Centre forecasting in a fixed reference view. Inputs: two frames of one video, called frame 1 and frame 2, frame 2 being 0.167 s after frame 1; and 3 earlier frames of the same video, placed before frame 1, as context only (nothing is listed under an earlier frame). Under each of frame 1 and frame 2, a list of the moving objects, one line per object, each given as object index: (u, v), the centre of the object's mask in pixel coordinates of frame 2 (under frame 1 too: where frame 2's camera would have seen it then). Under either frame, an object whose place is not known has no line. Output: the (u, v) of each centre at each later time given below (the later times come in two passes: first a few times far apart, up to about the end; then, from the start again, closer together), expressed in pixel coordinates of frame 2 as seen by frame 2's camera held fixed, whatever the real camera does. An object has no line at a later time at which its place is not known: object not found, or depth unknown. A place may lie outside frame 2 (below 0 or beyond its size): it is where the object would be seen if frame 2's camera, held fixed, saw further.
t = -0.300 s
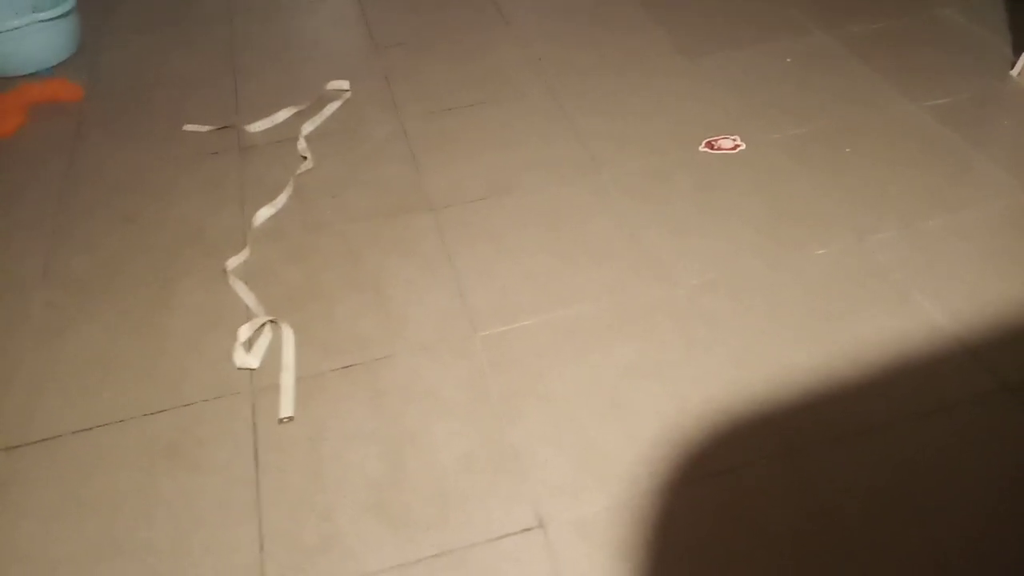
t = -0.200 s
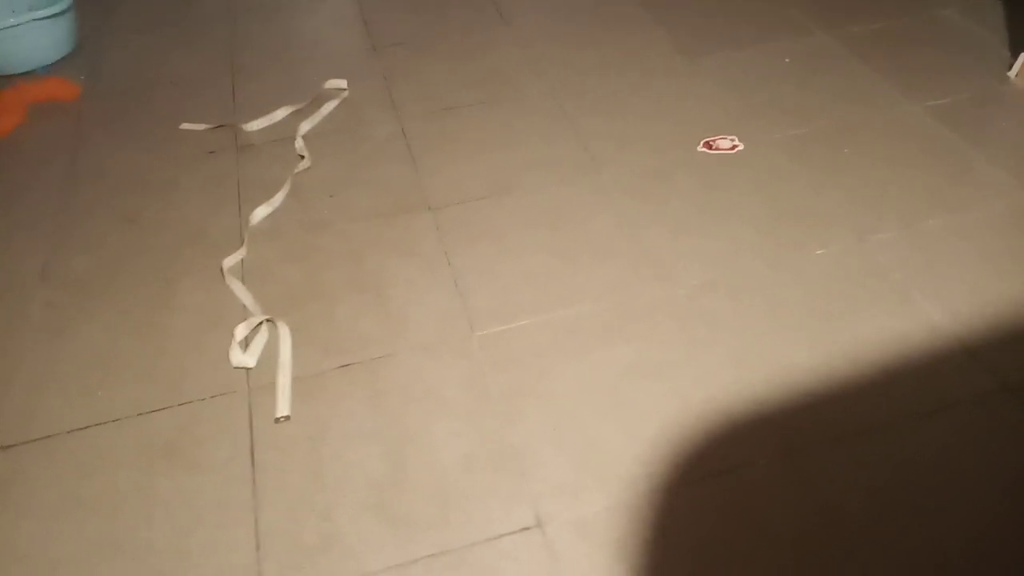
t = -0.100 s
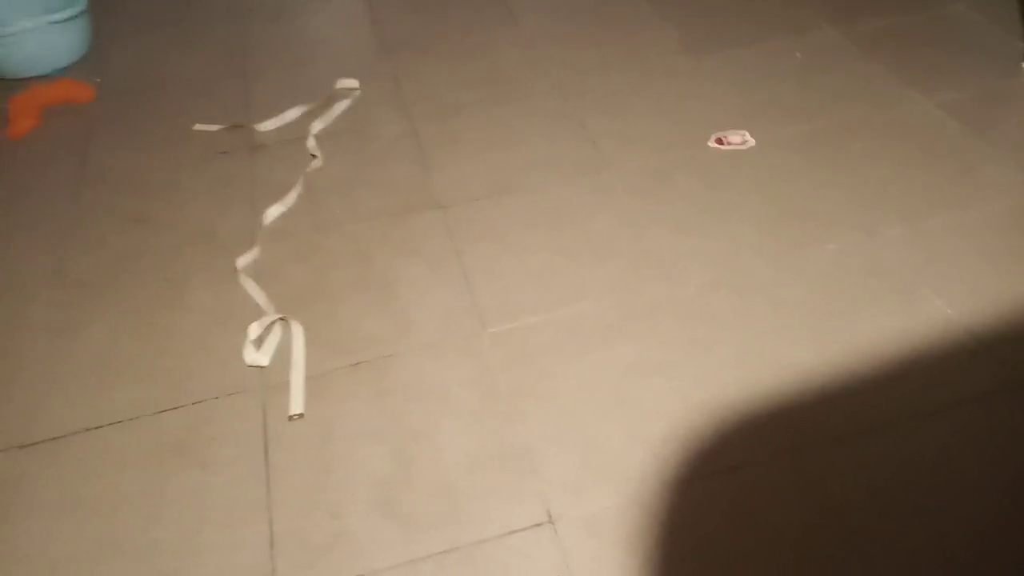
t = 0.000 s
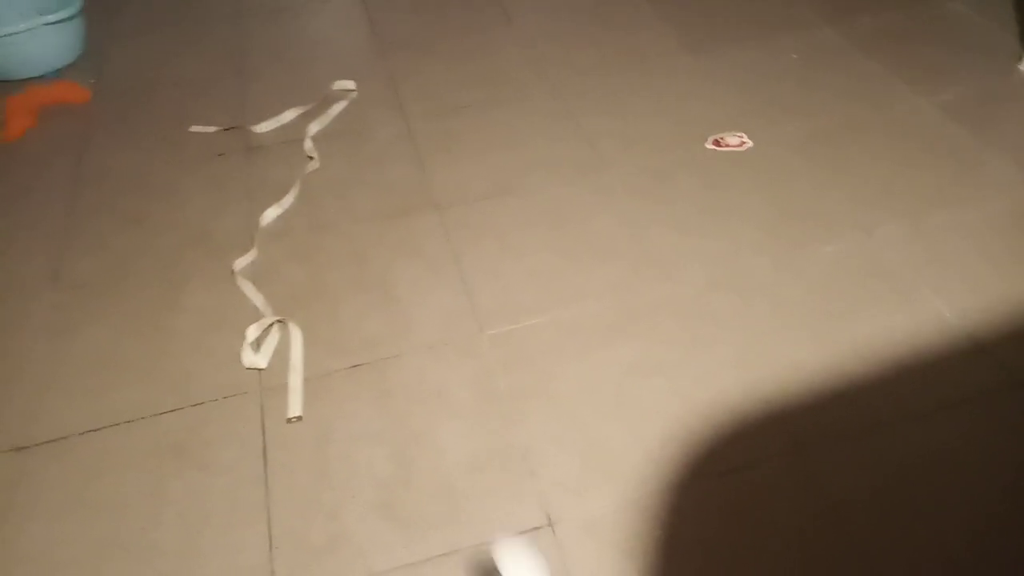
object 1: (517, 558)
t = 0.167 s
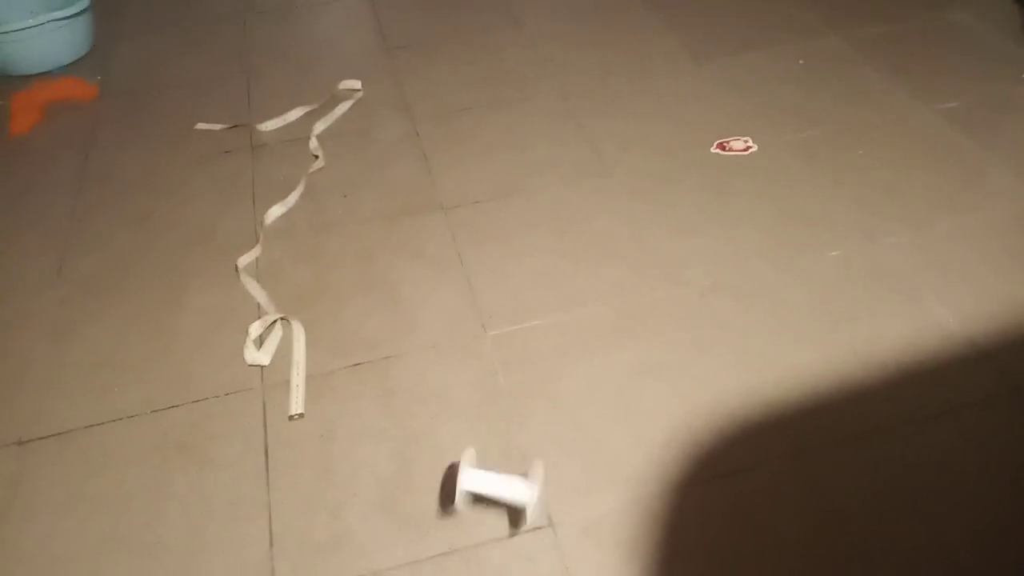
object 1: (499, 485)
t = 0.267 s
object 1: (499, 446)
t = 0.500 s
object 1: (526, 386)
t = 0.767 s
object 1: (541, 371)
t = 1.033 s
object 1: (531, 376)
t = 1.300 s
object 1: (533, 377)
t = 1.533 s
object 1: (533, 377)
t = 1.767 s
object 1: (533, 377)
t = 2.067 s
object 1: (533, 377)
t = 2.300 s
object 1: (533, 377)
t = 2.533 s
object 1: (533, 377)
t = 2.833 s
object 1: (533, 377)
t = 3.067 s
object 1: (533, 377)
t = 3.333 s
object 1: (533, 377)
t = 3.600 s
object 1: (533, 376)
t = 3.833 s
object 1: (533, 375)
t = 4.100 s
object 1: (533, 375)
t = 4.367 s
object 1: (533, 375)
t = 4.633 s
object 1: (532, 375)
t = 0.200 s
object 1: (500, 481)
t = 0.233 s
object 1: (498, 463)
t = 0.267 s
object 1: (499, 446)
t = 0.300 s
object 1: (501, 434)
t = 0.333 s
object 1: (503, 425)
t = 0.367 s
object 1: (505, 414)
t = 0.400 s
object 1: (509, 406)
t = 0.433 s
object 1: (514, 397)
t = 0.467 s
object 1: (520, 391)
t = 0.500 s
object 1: (526, 386)
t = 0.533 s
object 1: (533, 383)
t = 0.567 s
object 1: (537, 380)
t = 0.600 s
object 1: (540, 377)
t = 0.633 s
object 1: (542, 375)
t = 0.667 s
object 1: (543, 374)
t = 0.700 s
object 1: (544, 374)
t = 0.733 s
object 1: (543, 373)
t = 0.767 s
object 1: (541, 371)
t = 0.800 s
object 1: (539, 371)
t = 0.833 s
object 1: (537, 371)
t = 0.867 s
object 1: (535, 371)
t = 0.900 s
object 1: (534, 371)
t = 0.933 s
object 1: (532, 372)
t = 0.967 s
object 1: (531, 374)
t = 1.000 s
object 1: (530, 374)
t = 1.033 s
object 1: (531, 376)
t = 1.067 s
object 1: (531, 377)
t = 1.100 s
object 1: (531, 379)
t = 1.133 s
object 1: (533, 379)
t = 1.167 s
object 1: (533, 379)
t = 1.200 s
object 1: (533, 379)
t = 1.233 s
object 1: (534, 378)
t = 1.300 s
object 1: (533, 377)
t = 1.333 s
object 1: (533, 377)
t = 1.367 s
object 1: (534, 377)
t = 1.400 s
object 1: (534, 377)
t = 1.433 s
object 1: (533, 377)
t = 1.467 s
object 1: (533, 377)
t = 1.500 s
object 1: (533, 377)
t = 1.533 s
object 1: (533, 377)
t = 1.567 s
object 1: (533, 377)
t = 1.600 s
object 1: (533, 377)
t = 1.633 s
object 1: (533, 377)
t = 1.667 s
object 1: (533, 377)
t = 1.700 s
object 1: (533, 377)
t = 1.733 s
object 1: (533, 377)
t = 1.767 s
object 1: (533, 377)
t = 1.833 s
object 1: (533, 377)
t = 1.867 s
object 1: (533, 377)
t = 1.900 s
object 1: (533, 378)
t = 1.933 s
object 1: (533, 378)
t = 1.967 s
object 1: (533, 377)
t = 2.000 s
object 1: (533, 377)
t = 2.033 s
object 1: (533, 376)
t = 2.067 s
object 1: (533, 377)
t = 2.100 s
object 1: (533, 376)
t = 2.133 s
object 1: (533, 377)
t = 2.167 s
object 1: (533, 376)
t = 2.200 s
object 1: (533, 377)
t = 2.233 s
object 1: (533, 377)
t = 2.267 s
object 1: (533, 376)
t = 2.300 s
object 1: (533, 377)
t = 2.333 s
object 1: (533, 377)
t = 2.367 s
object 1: (533, 377)
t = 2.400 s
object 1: (533, 377)
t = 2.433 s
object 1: (533, 377)
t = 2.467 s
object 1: (533, 377)
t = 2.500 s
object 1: (533, 377)
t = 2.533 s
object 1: (533, 377)
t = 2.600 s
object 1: (533, 377)
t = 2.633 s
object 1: (533, 376)
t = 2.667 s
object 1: (533, 376)
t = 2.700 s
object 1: (532, 376)
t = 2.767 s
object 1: (533, 377)
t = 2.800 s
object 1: (533, 377)
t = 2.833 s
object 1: (533, 377)
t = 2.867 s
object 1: (533, 377)
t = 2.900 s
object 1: (533, 377)
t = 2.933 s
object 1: (533, 377)
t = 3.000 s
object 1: (533, 377)
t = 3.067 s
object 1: (533, 377)
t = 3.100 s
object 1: (533, 377)
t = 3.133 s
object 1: (533, 376)
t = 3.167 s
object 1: (533, 376)
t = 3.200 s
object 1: (533, 376)
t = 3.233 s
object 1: (534, 376)
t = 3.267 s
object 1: (534, 376)
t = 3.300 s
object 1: (533, 377)
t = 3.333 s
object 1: (533, 377)
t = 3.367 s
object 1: (533, 376)
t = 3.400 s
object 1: (534, 376)
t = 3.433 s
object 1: (533, 376)
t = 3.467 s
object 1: (533, 376)
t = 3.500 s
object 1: (533, 376)
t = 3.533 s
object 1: (533, 376)
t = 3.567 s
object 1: (533, 376)
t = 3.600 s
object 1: (533, 376)
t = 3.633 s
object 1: (534, 376)
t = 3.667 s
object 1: (533, 376)
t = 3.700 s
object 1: (533, 376)
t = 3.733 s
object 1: (533, 376)
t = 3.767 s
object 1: (533, 376)
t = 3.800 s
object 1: (533, 375)
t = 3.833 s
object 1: (533, 375)
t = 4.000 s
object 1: (533, 375)
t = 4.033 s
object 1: (533, 376)
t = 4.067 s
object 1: (533, 376)
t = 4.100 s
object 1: (533, 375)
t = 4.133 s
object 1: (533, 376)
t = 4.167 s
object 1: (533, 376)
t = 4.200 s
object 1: (533, 375)
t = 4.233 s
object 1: (533, 375)
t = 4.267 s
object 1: (533, 375)
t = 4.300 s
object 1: (533, 375)
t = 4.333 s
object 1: (533, 375)
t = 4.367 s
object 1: (533, 375)
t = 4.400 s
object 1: (532, 375)
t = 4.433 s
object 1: (532, 376)
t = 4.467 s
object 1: (532, 376)
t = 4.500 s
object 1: (533, 376)
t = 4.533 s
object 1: (532, 376)
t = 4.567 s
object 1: (532, 375)
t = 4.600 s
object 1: (532, 375)
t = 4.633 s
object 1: (532, 375)
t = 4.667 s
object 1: (532, 375)
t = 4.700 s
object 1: (532, 374)
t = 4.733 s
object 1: (532, 374)
